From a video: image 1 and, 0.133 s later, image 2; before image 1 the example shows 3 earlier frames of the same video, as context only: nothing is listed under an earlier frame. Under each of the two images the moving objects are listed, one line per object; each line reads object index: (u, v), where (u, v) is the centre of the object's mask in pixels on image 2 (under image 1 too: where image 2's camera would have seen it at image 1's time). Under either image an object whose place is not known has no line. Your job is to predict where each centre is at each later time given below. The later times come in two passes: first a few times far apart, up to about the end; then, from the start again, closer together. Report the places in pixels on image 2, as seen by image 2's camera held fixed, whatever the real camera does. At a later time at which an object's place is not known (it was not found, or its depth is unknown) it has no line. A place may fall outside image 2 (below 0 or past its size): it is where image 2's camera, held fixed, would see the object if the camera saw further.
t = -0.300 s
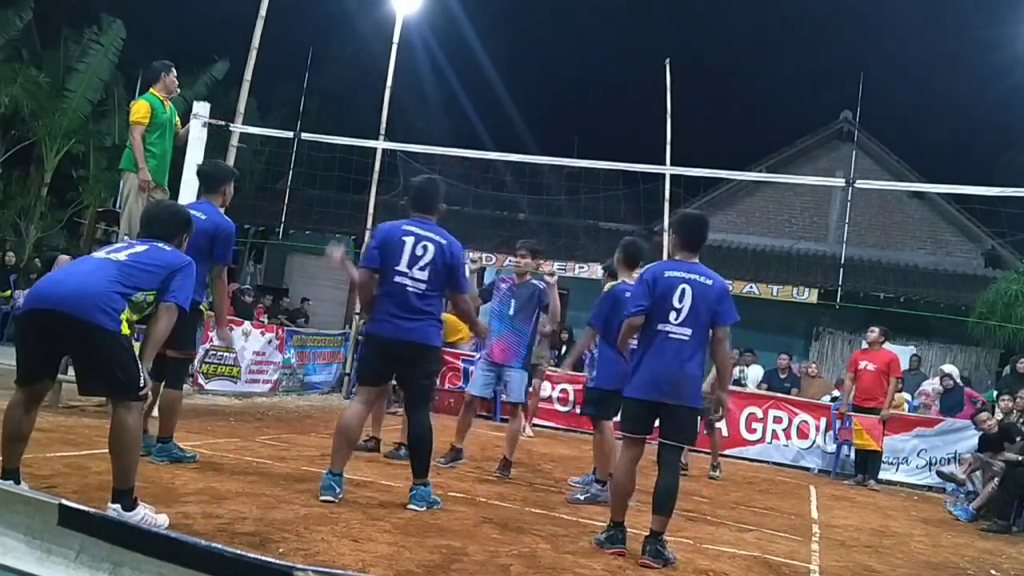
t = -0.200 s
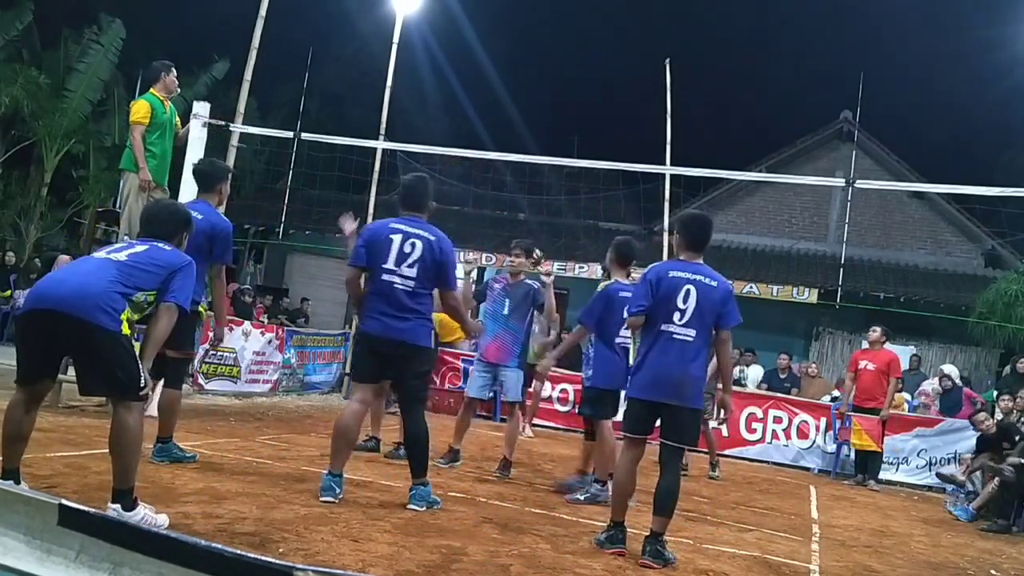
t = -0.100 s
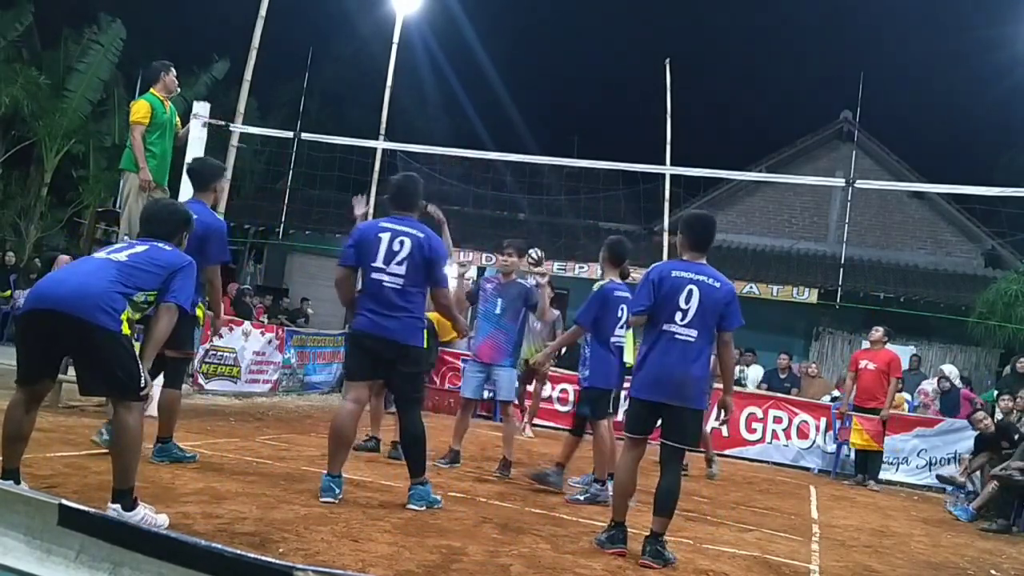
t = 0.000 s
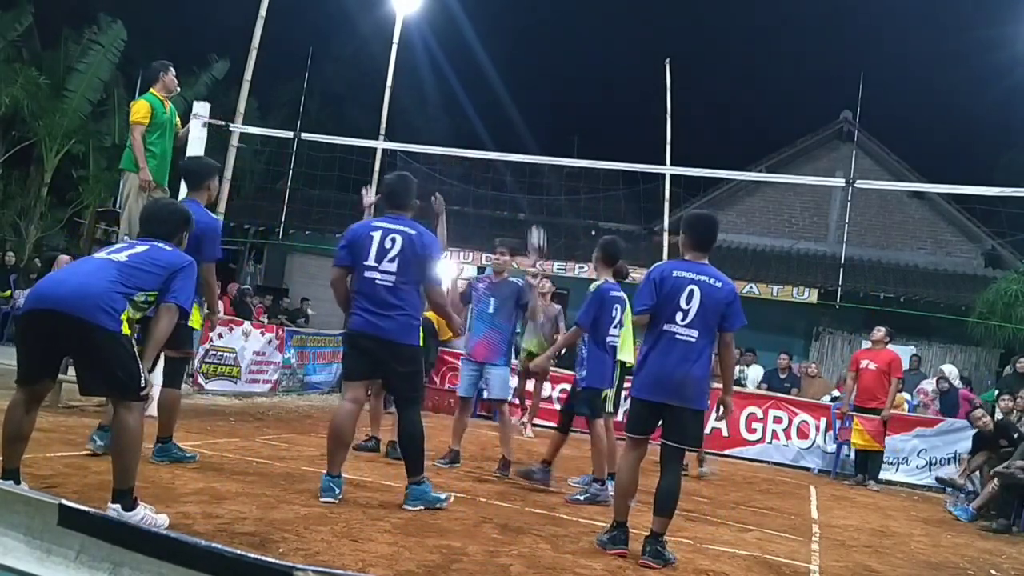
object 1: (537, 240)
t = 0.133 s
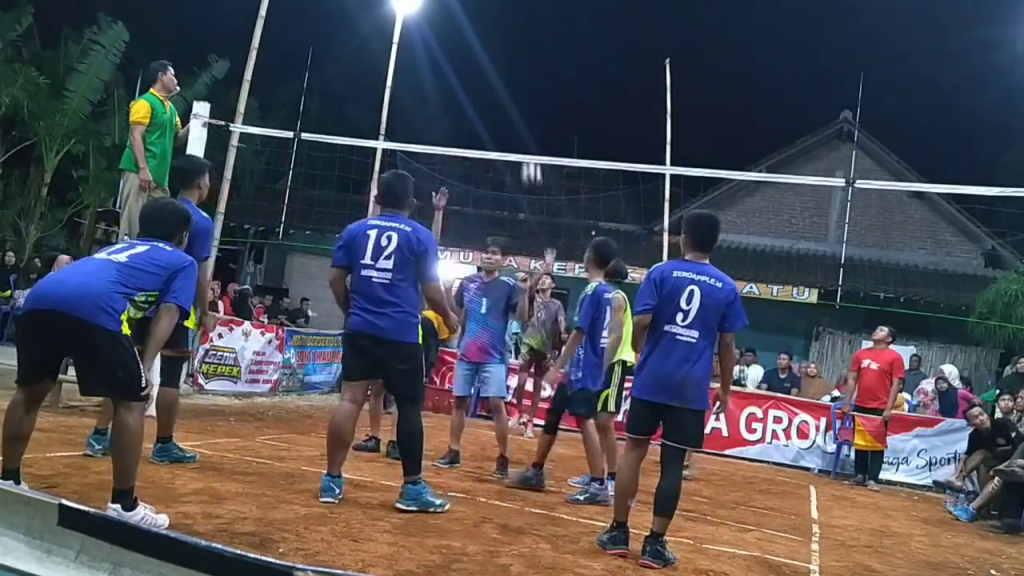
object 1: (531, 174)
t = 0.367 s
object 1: (512, 78)
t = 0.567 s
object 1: (481, 27)
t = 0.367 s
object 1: (512, 78)
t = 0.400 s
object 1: (508, 67)
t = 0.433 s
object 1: (504, 57)
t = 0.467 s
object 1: (499, 48)
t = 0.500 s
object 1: (494, 40)
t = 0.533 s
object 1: (488, 33)
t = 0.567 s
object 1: (481, 27)
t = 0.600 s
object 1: (474, 22)
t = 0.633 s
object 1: (468, 19)
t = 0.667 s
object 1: (459, 17)
